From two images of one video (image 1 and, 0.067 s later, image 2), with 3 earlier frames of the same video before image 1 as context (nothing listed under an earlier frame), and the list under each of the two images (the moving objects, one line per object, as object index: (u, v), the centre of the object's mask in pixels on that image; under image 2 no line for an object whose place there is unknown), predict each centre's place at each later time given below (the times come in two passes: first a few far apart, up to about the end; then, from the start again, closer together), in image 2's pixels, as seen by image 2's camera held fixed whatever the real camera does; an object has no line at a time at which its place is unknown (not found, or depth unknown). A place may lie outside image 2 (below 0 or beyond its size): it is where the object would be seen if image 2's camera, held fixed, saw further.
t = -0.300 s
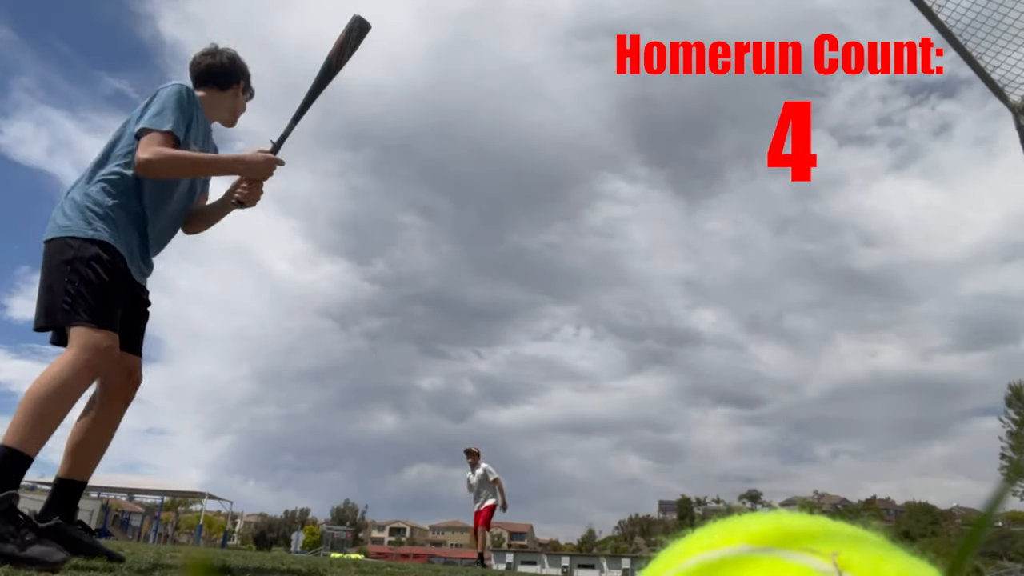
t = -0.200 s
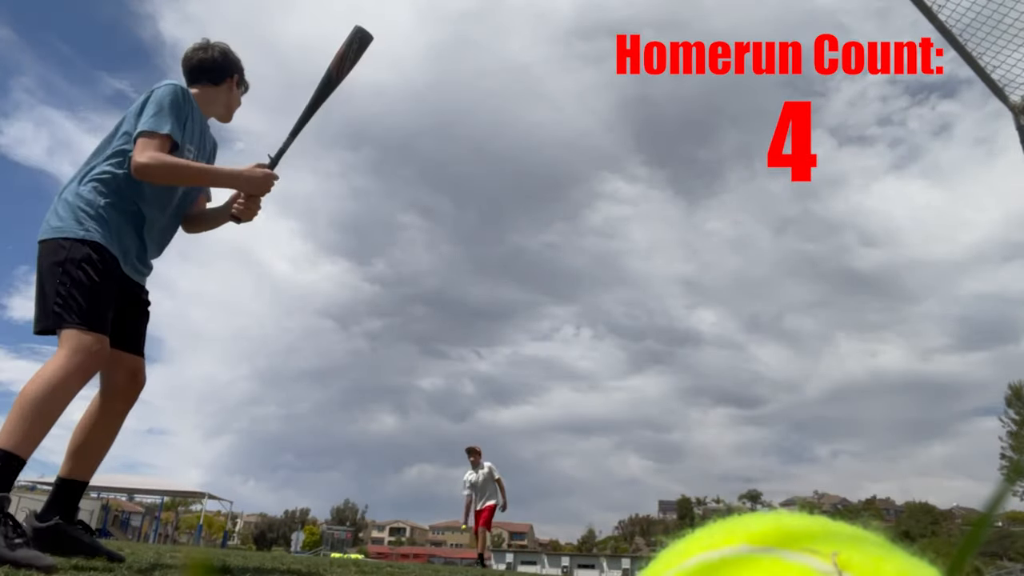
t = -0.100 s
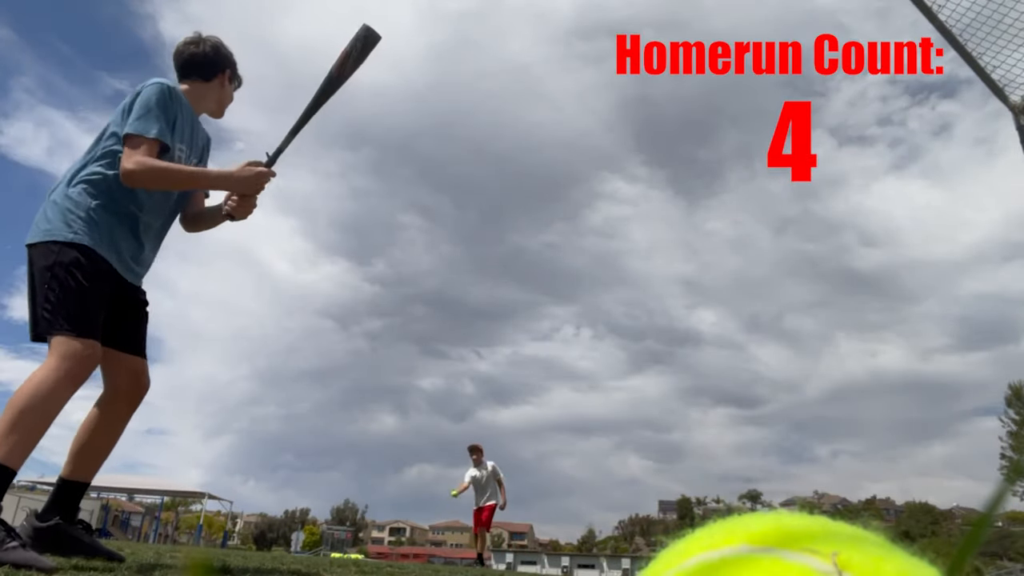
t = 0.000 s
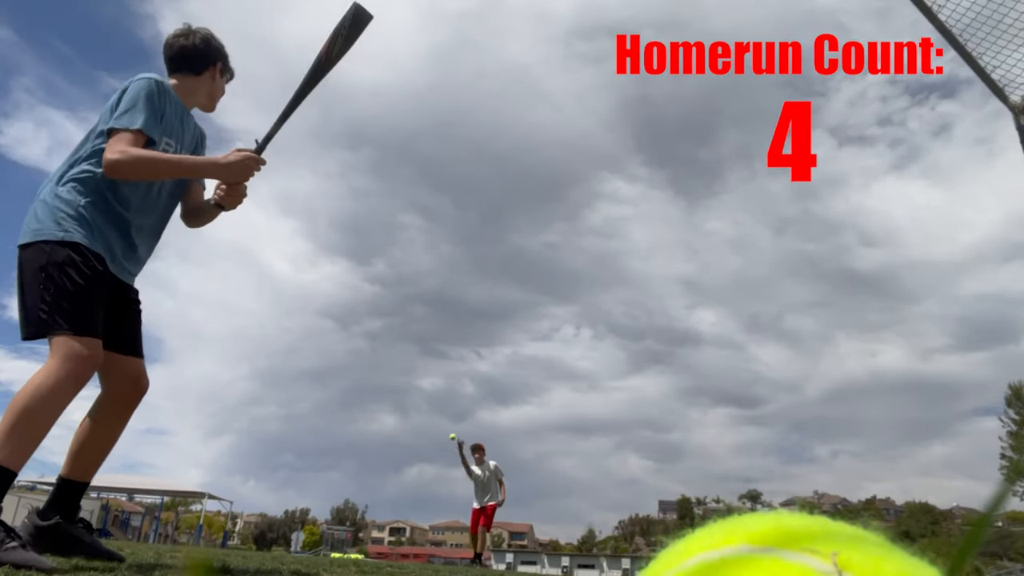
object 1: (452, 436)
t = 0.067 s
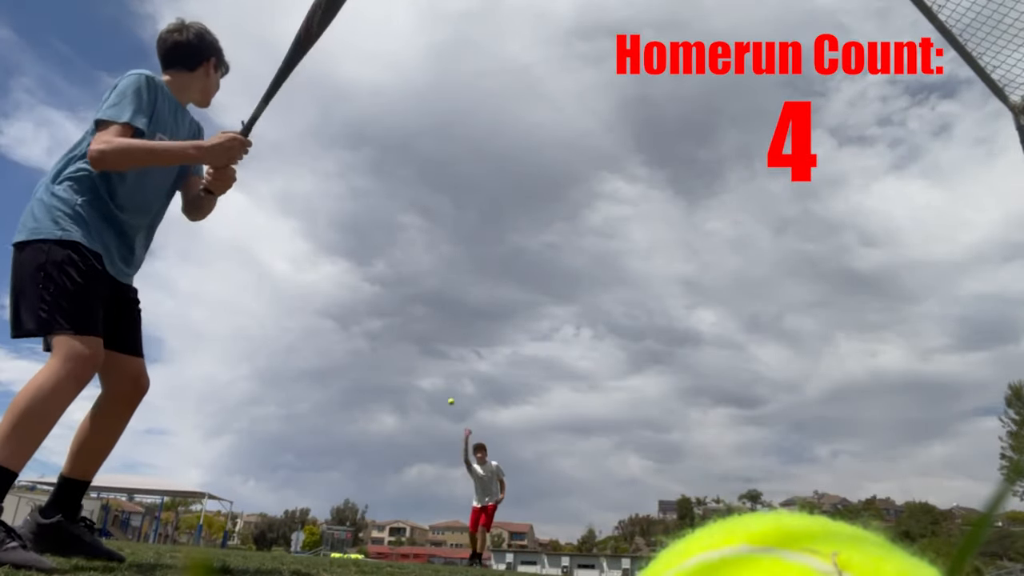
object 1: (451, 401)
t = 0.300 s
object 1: (440, 295)
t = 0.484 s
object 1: (424, 233)
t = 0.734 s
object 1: (382, 189)
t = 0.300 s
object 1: (440, 295)
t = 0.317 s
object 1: (439, 289)
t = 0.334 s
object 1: (438, 282)
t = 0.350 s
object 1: (437, 276)
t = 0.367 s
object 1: (435, 270)
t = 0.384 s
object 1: (434, 264)
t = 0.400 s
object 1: (432, 259)
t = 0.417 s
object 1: (431, 253)
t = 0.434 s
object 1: (430, 248)
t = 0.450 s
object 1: (428, 243)
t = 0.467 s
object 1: (426, 238)
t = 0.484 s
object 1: (424, 233)
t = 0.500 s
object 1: (422, 228)
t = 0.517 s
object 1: (420, 224)
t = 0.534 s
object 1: (418, 220)
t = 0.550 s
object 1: (416, 216)
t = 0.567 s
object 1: (414, 212)
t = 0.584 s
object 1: (411, 208)
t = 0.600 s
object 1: (409, 205)
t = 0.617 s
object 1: (406, 202)
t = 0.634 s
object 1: (403, 199)
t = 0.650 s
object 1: (400, 197)
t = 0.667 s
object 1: (397, 195)
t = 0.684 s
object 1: (393, 193)
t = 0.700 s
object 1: (390, 191)
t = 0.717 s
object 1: (386, 190)
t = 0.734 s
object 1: (382, 189)
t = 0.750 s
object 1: (378, 189)
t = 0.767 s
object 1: (373, 189)
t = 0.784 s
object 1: (368, 189)
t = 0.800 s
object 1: (364, 190)
